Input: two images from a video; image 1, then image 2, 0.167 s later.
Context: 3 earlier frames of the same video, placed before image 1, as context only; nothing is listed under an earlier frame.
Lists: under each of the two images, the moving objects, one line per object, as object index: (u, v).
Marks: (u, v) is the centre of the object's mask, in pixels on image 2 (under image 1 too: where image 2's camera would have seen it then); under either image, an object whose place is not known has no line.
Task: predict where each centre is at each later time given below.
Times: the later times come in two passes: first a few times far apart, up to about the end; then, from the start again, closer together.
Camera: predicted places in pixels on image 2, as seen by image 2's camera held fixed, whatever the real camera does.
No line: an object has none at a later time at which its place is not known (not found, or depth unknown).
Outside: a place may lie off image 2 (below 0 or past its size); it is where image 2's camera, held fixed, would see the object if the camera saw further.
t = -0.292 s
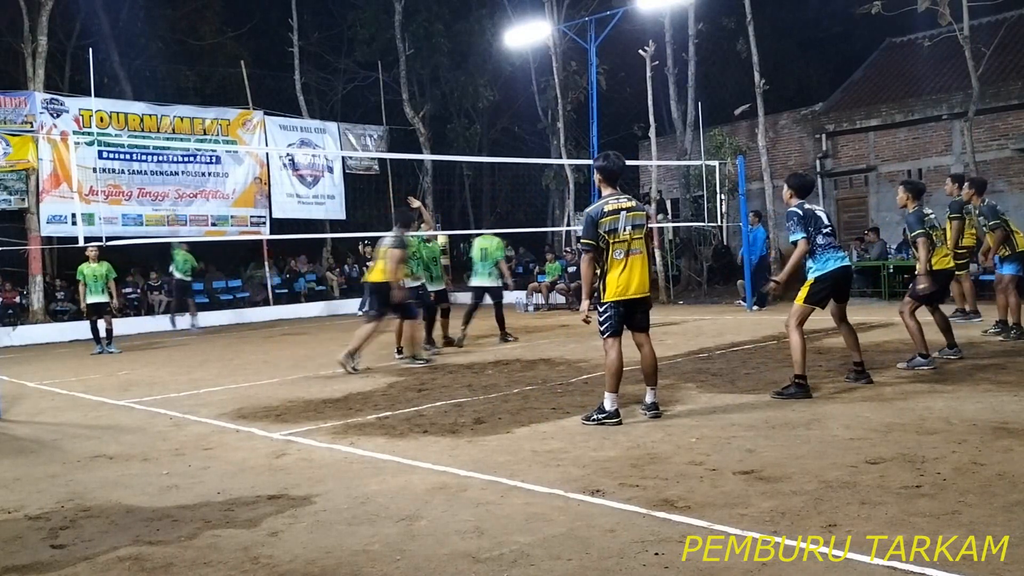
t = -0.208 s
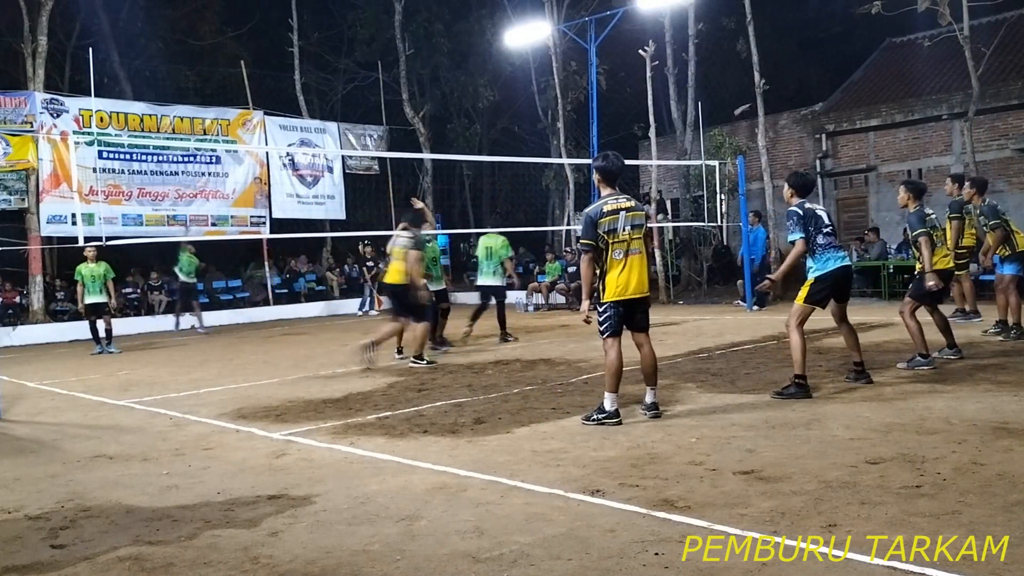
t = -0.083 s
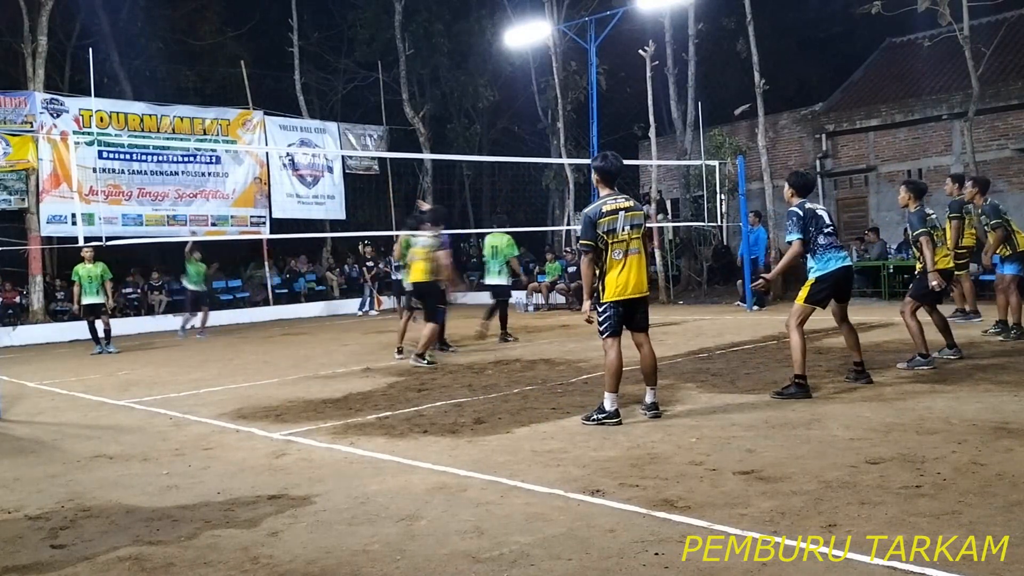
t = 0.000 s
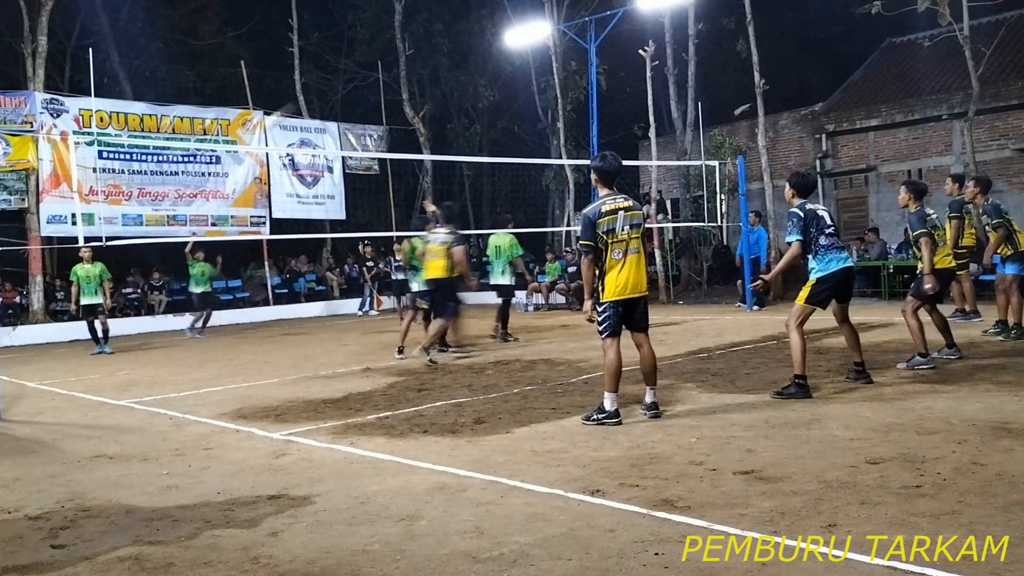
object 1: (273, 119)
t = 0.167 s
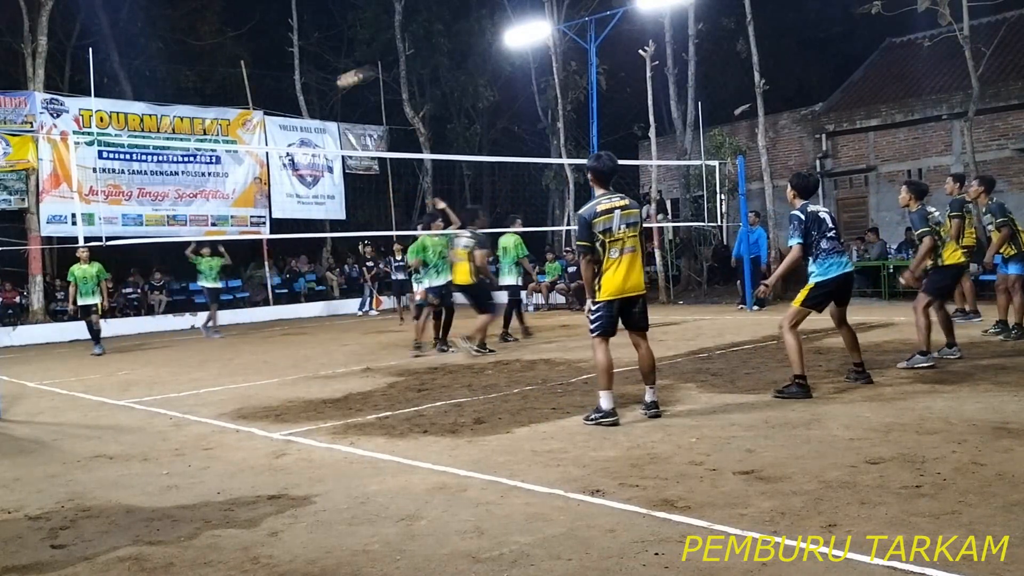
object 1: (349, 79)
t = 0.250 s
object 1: (400, 62)
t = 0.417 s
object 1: (485, 45)
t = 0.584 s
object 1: (622, 46)
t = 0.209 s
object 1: (374, 70)
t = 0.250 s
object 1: (400, 62)
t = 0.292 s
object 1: (420, 57)
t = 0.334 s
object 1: (444, 51)
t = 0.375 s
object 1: (472, 47)
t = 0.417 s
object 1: (485, 45)
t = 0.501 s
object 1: (557, 42)
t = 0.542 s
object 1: (591, 44)
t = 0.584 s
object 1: (622, 46)
